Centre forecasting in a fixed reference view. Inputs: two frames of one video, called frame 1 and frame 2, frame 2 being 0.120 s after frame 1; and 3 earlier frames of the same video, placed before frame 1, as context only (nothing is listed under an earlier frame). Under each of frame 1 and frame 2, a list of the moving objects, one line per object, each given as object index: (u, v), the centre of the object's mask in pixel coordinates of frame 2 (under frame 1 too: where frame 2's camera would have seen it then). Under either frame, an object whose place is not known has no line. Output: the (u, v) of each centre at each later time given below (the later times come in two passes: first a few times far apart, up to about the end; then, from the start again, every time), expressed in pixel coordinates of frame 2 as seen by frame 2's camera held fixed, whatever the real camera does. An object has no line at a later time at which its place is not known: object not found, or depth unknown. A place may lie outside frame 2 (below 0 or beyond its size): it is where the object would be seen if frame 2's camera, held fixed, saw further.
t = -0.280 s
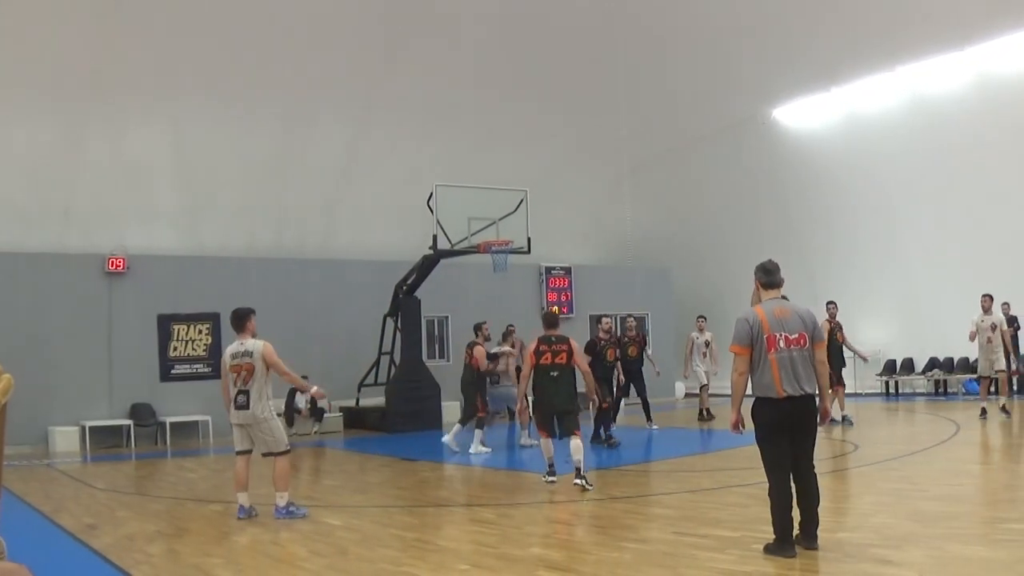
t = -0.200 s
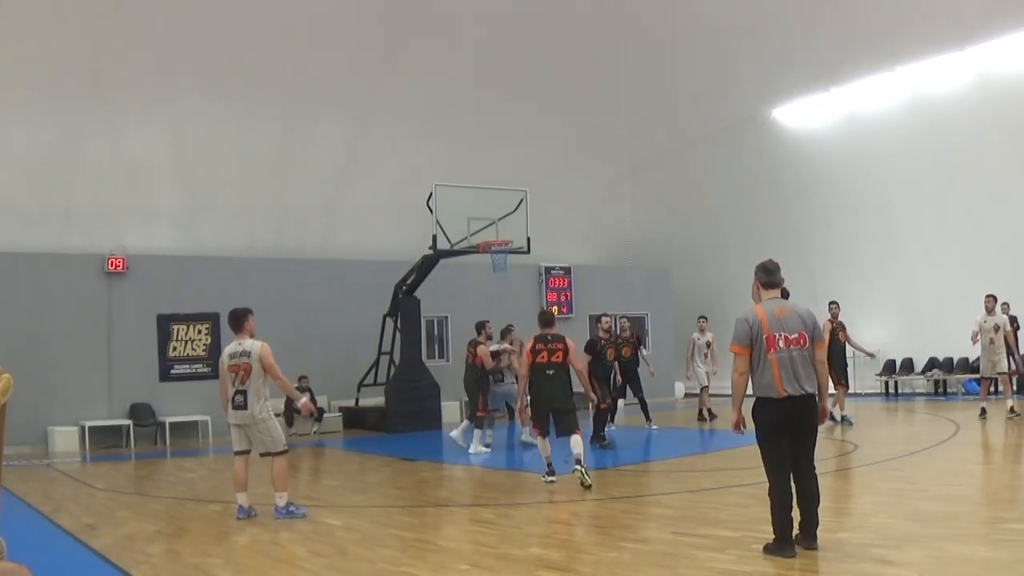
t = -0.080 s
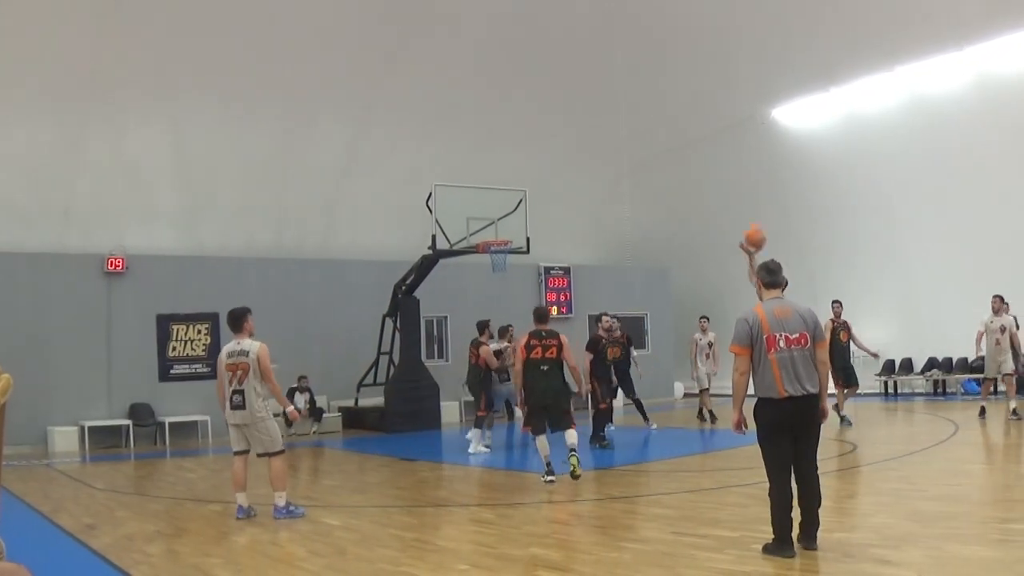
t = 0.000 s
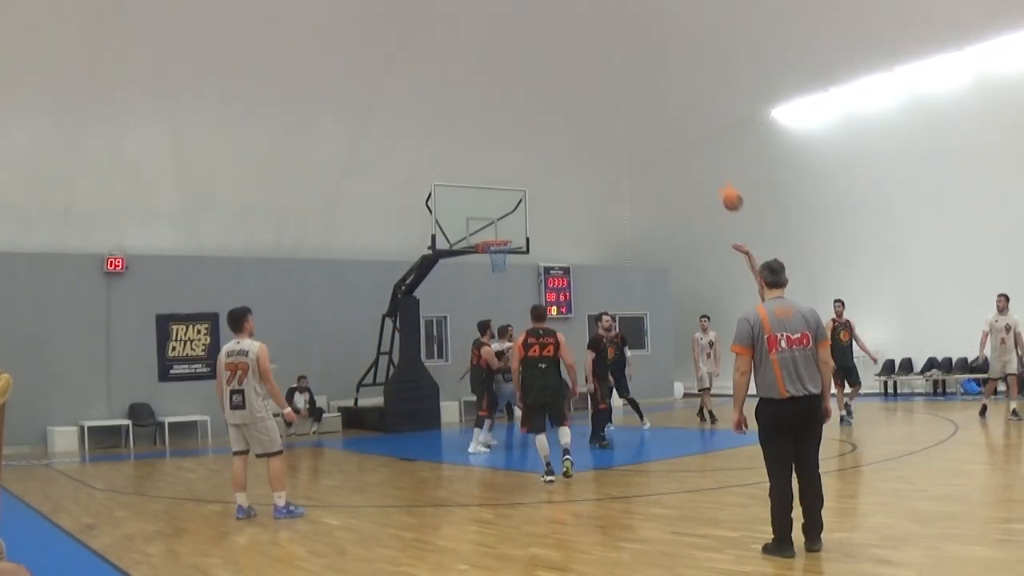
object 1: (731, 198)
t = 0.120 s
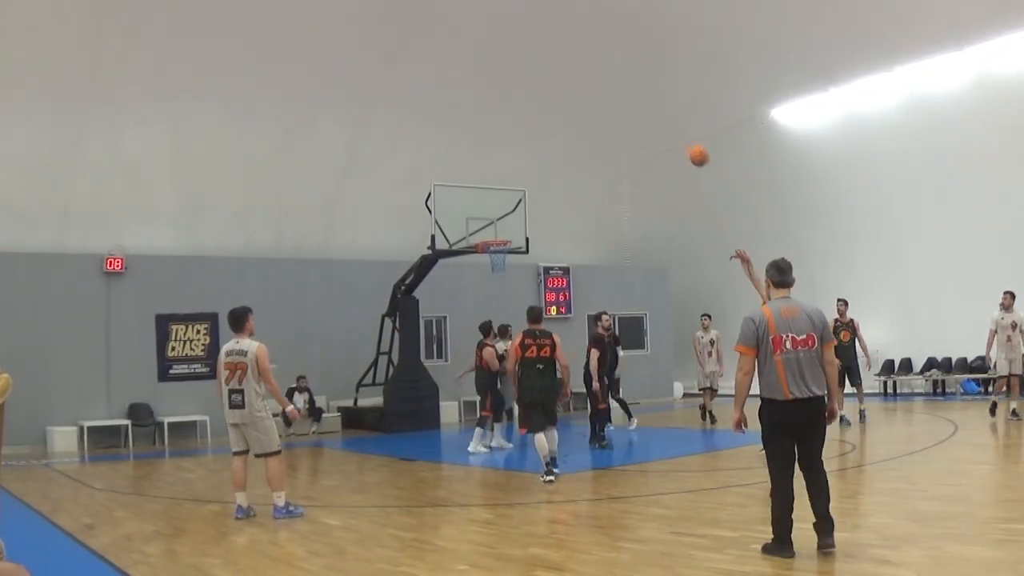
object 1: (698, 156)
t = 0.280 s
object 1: (659, 118)
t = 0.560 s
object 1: (600, 102)
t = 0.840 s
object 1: (551, 139)
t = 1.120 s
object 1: (510, 220)
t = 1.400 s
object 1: (538, 218)
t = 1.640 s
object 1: (578, 239)
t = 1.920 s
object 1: (633, 327)
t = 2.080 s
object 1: (668, 410)
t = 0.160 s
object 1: (688, 144)
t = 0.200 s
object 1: (678, 134)
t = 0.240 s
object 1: (668, 125)
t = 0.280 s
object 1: (659, 118)
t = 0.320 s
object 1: (650, 112)
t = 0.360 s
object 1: (641, 108)
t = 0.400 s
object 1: (632, 104)
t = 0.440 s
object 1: (624, 102)
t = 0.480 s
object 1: (616, 101)
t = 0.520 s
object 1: (607, 101)
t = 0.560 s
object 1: (600, 102)
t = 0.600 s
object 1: (592, 104)
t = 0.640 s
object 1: (585, 107)
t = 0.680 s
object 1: (578, 111)
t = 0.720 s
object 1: (571, 117)
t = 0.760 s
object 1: (564, 123)
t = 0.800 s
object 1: (558, 130)
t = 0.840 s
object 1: (551, 139)
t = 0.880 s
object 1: (545, 147)
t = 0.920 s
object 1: (539, 158)
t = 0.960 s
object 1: (533, 168)
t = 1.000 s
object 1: (527, 180)
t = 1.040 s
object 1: (521, 192)
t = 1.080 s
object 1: (516, 206)
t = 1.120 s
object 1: (510, 220)
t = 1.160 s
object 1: (506, 234)
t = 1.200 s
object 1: (510, 230)
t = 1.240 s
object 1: (515, 226)
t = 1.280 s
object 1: (520, 223)
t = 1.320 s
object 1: (526, 220)
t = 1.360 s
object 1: (532, 219)
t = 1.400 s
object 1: (538, 218)
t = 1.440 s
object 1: (545, 219)
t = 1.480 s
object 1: (551, 221)
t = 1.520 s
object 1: (557, 223)
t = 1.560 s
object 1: (564, 228)
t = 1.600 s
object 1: (571, 233)
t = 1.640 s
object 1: (578, 239)
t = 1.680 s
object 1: (585, 247)
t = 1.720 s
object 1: (592, 256)
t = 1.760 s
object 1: (600, 267)
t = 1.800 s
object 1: (608, 279)
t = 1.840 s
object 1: (616, 293)
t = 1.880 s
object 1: (625, 308)
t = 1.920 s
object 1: (633, 327)
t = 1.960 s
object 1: (641, 343)
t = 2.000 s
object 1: (650, 365)
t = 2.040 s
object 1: (659, 386)
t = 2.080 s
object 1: (668, 410)
